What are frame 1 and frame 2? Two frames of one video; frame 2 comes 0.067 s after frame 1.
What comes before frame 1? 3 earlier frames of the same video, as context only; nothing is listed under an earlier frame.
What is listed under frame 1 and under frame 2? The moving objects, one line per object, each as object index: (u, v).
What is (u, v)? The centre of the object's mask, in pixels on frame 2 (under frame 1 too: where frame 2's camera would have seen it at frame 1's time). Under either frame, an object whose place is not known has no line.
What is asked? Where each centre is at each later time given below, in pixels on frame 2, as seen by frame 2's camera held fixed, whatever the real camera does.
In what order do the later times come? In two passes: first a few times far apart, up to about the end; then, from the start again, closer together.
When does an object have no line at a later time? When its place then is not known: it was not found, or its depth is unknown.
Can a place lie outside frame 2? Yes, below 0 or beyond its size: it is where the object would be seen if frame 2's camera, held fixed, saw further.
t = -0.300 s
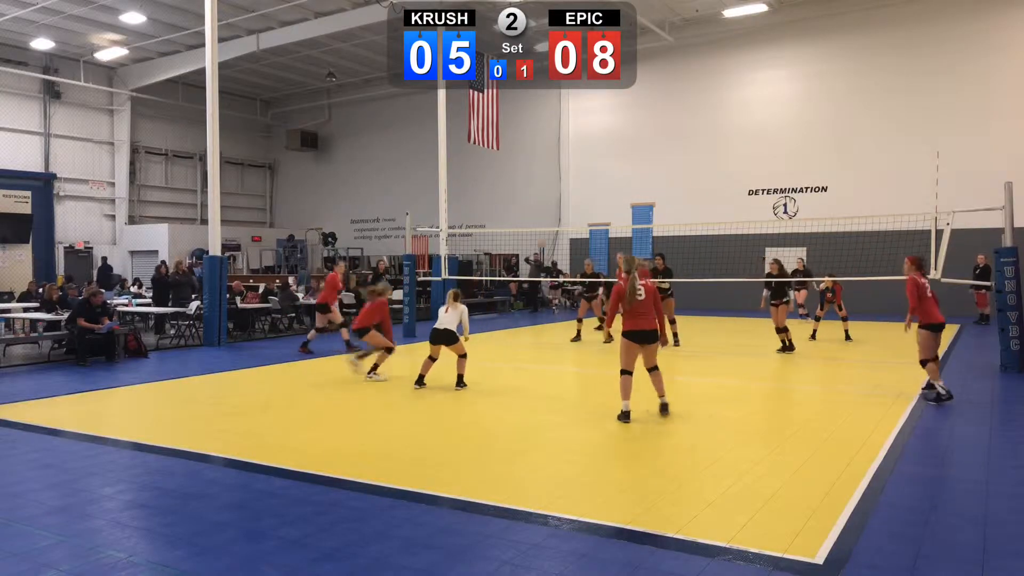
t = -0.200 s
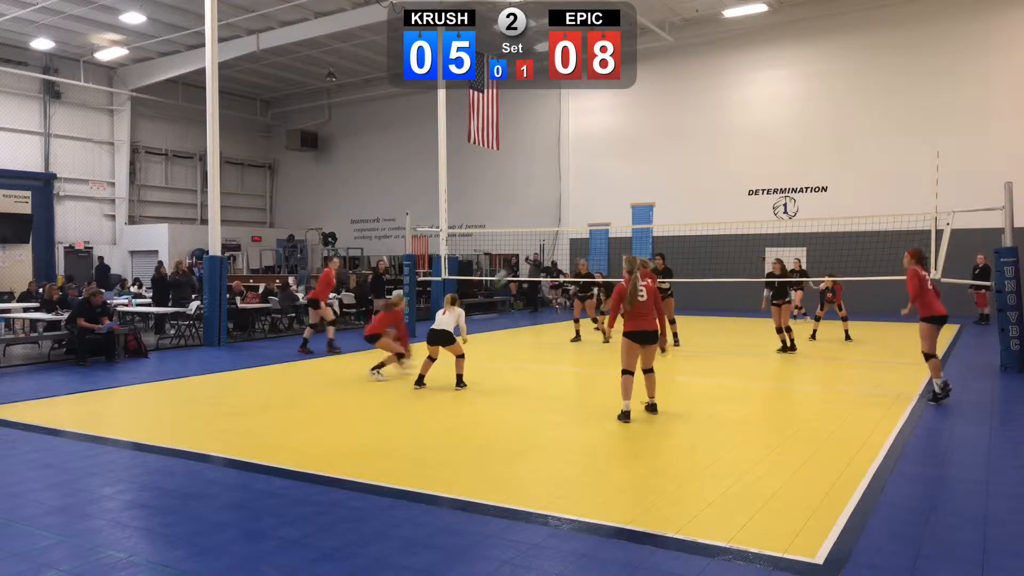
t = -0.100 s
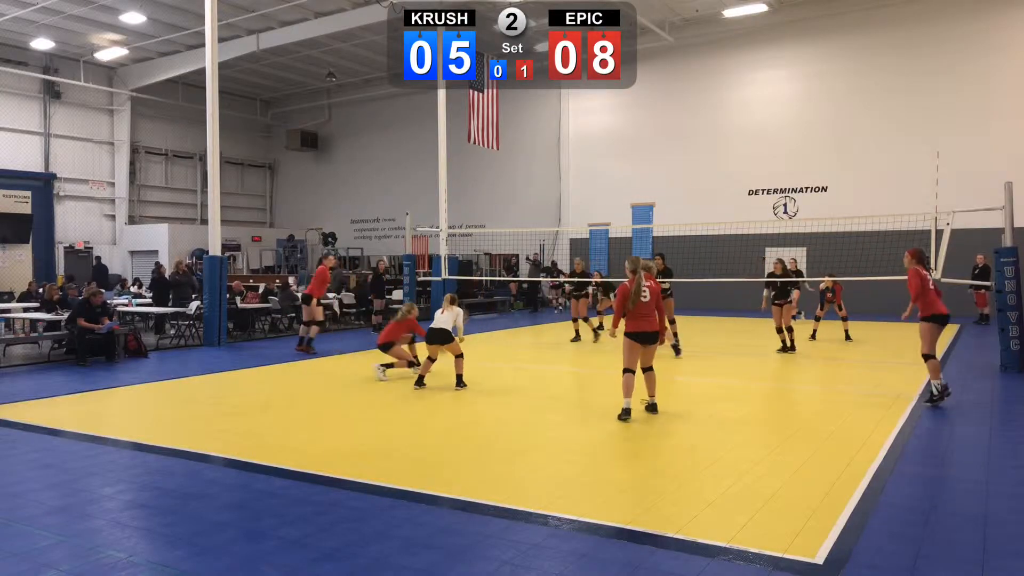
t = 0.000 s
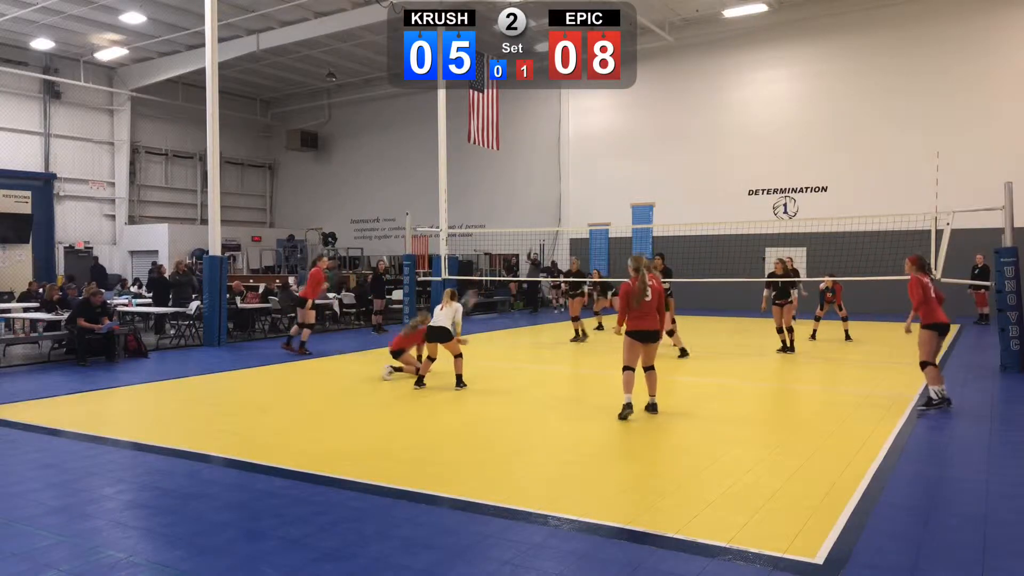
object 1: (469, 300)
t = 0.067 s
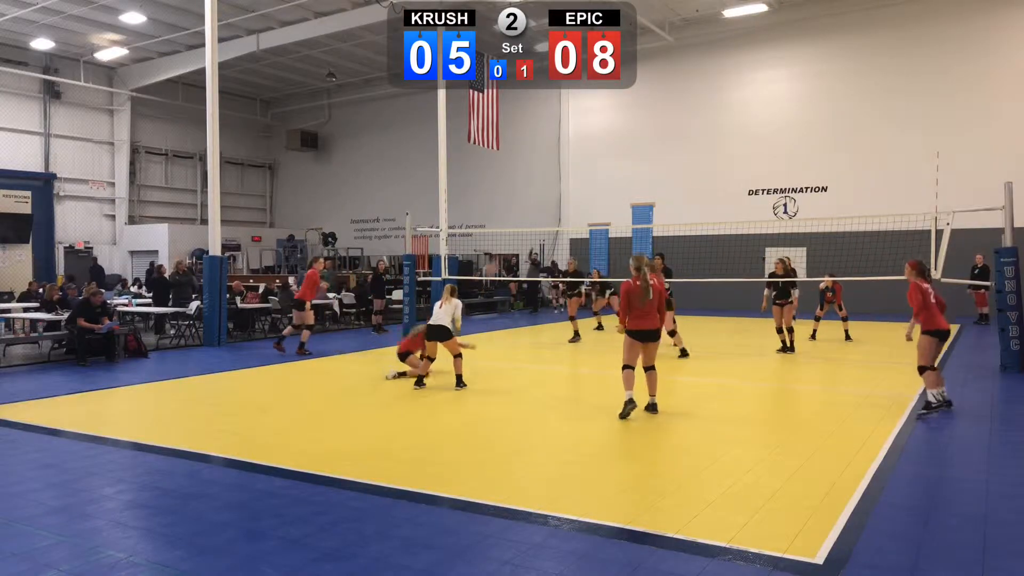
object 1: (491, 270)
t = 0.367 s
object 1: (582, 171)
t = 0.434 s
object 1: (601, 158)
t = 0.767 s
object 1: (697, 132)
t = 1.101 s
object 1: (790, 178)
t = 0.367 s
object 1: (582, 171)
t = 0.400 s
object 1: (591, 164)
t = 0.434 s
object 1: (601, 158)
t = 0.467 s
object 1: (612, 152)
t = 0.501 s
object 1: (621, 147)
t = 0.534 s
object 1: (631, 142)
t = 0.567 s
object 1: (640, 139)
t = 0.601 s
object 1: (650, 136)
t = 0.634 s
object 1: (660, 133)
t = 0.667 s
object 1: (669, 132)
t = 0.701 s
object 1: (678, 131)
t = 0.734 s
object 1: (687, 131)
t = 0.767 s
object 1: (697, 132)
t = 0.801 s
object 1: (707, 134)
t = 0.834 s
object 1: (716, 135)
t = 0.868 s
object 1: (726, 138)
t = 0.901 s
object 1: (735, 141)
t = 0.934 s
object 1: (744, 146)
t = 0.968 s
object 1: (753, 150)
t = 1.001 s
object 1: (763, 156)
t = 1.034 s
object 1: (772, 163)
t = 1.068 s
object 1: (781, 170)
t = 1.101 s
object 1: (790, 178)
